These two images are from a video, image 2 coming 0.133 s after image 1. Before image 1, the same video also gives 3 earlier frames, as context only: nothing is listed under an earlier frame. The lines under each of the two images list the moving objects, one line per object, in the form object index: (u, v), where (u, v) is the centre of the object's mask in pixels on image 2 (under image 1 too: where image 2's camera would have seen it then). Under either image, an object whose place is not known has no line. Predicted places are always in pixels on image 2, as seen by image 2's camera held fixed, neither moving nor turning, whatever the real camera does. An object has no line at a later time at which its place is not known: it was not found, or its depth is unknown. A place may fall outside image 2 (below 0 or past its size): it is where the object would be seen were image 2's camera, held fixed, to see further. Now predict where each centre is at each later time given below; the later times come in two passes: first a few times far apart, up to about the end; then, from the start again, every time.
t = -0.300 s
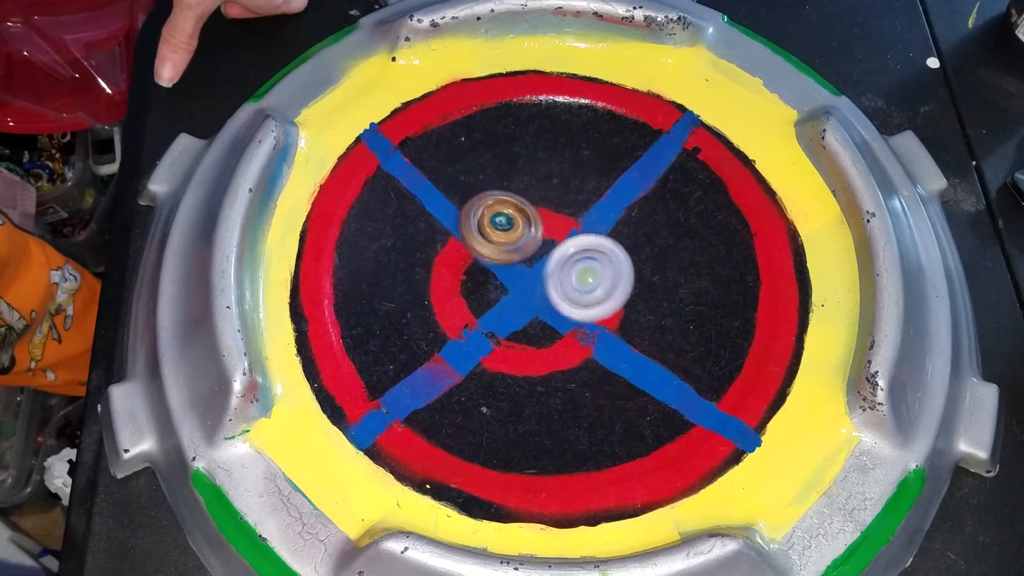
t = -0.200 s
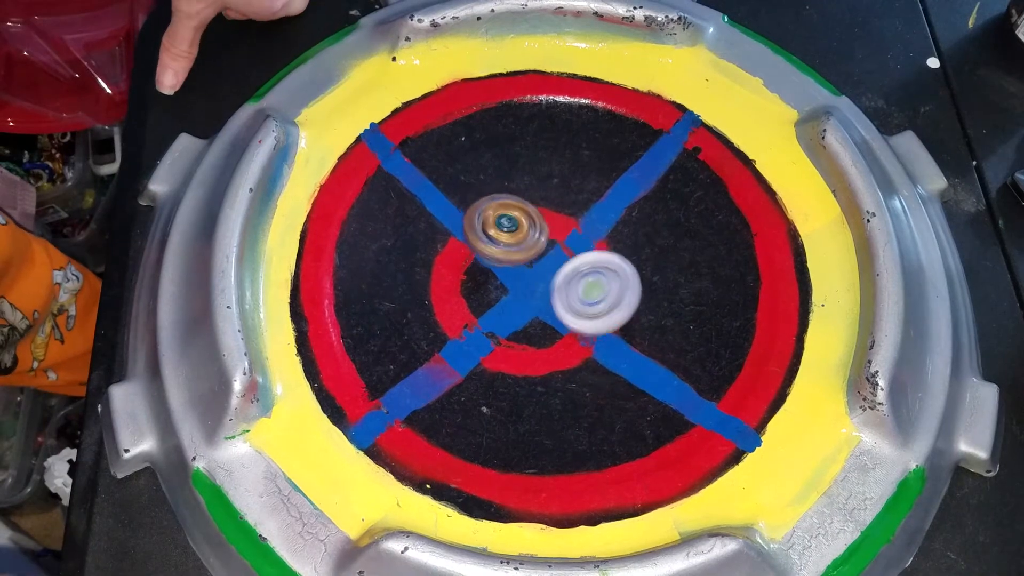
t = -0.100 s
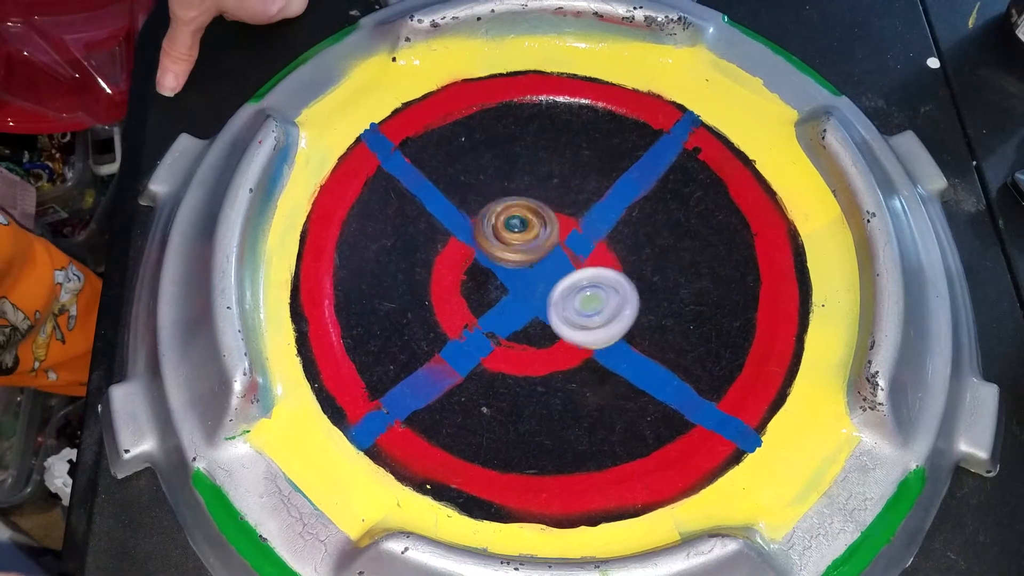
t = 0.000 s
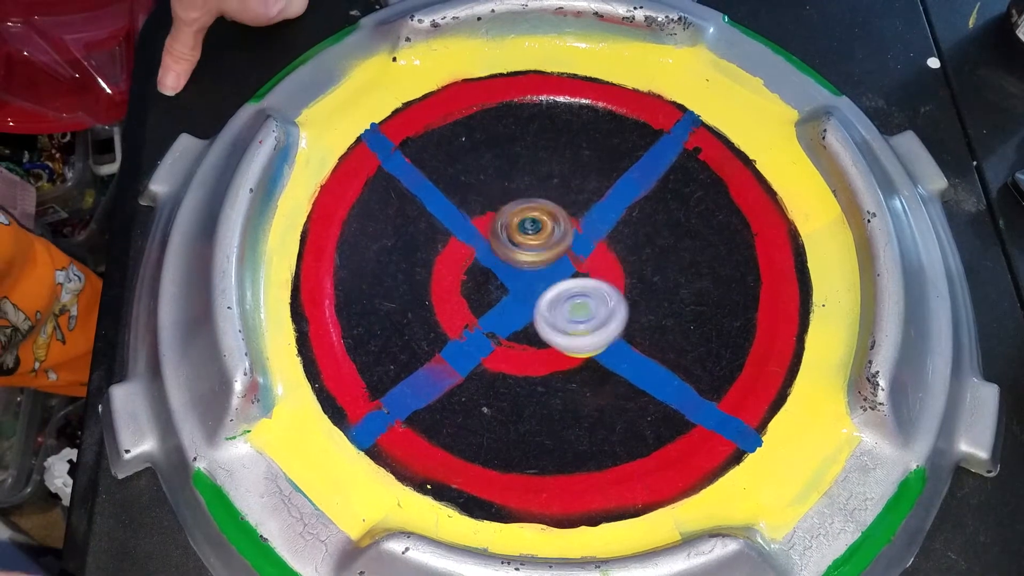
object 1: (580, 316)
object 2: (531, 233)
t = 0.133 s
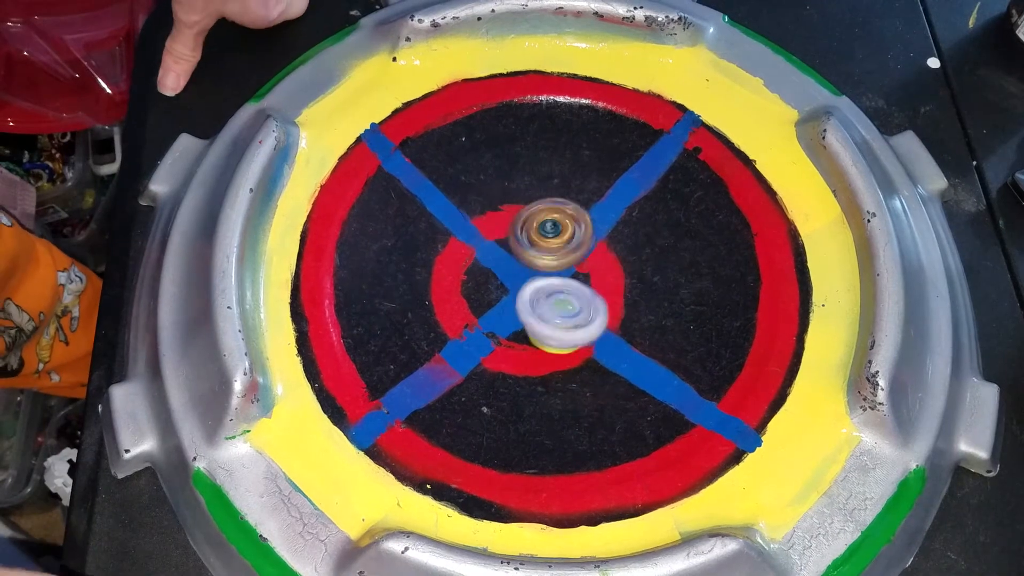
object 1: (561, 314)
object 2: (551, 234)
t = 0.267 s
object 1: (535, 312)
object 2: (560, 211)
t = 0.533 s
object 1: (521, 279)
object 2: (551, 202)
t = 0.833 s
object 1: (520, 310)
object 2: (550, 232)
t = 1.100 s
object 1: (492, 322)
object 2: (570, 223)
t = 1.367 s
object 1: (496, 307)
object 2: (569, 238)
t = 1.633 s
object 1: (507, 311)
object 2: (584, 237)
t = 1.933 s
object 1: (521, 318)
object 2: (569, 252)
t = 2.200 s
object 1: (493, 322)
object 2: (556, 256)
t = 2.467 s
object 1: (484, 307)
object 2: (562, 266)
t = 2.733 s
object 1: (487, 303)
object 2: (564, 270)
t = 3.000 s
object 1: (489, 306)
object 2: (572, 267)
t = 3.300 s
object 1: (502, 312)
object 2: (550, 251)
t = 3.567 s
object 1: (502, 307)
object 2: (563, 265)
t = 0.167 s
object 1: (553, 318)
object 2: (552, 229)
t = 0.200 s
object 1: (544, 318)
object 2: (554, 222)
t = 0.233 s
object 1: (538, 316)
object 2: (558, 216)
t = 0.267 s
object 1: (535, 312)
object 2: (560, 211)
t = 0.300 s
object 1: (533, 308)
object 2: (561, 207)
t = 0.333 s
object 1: (531, 302)
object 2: (560, 203)
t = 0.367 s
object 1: (531, 297)
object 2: (558, 204)
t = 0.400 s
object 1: (530, 290)
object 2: (557, 200)
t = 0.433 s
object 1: (528, 281)
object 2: (554, 203)
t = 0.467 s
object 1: (527, 281)
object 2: (555, 200)
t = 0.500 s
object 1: (523, 281)
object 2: (552, 198)
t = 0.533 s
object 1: (521, 279)
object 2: (551, 202)
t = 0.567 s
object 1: (518, 285)
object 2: (550, 201)
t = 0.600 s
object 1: (516, 290)
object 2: (547, 198)
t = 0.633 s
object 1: (519, 295)
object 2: (544, 200)
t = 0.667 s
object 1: (519, 300)
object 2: (545, 206)
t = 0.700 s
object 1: (515, 303)
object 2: (549, 210)
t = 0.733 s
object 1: (515, 304)
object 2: (546, 214)
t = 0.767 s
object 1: (516, 305)
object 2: (547, 221)
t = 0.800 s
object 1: (519, 306)
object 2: (548, 227)
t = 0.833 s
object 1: (520, 310)
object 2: (550, 232)
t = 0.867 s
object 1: (518, 311)
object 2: (551, 235)
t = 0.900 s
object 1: (512, 312)
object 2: (553, 238)
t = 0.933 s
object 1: (502, 319)
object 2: (557, 231)
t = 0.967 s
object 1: (499, 323)
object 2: (561, 228)
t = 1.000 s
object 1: (495, 324)
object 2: (566, 225)
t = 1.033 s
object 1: (493, 323)
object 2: (571, 223)
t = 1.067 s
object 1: (493, 322)
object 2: (571, 222)
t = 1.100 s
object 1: (492, 322)
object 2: (570, 223)
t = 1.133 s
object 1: (491, 320)
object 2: (572, 224)
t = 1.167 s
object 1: (492, 317)
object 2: (573, 225)
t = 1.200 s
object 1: (492, 314)
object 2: (573, 228)
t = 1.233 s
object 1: (494, 312)
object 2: (573, 229)
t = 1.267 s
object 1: (497, 308)
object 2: (570, 232)
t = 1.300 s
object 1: (502, 302)
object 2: (567, 237)
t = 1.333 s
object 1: (506, 303)
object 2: (567, 241)
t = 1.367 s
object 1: (496, 307)
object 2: (569, 238)
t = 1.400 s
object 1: (492, 308)
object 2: (570, 237)
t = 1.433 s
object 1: (489, 310)
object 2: (571, 239)
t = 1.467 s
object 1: (488, 311)
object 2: (576, 240)
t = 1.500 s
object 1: (489, 311)
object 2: (581, 241)
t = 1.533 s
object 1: (492, 310)
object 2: (585, 241)
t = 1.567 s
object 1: (500, 311)
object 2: (587, 239)
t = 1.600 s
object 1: (507, 311)
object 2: (586, 238)
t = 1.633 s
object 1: (507, 311)
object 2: (584, 237)
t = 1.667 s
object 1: (507, 310)
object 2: (582, 238)
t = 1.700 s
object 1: (510, 309)
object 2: (578, 242)
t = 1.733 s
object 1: (513, 309)
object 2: (576, 248)
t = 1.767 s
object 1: (516, 309)
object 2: (580, 252)
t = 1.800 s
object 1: (517, 310)
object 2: (582, 251)
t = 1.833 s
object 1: (512, 313)
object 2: (581, 244)
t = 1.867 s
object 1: (514, 314)
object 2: (579, 242)
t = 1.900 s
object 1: (519, 314)
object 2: (574, 245)
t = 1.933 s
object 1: (521, 318)
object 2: (569, 252)
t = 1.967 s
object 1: (521, 322)
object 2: (572, 255)
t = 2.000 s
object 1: (516, 323)
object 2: (573, 255)
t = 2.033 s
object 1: (513, 320)
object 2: (570, 254)
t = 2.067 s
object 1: (507, 321)
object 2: (568, 251)
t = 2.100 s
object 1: (499, 325)
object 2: (565, 245)
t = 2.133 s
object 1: (496, 324)
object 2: (560, 244)
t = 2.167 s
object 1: (494, 322)
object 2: (555, 250)
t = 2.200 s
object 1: (493, 322)
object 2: (556, 256)
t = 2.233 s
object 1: (492, 321)
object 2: (559, 258)
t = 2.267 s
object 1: (492, 320)
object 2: (560, 259)
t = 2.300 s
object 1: (491, 317)
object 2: (560, 260)
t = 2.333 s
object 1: (491, 314)
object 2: (558, 262)
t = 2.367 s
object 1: (493, 313)
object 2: (557, 265)
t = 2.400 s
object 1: (489, 314)
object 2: (560, 266)
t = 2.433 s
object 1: (485, 311)
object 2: (560, 265)
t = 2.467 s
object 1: (484, 307)
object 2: (562, 266)
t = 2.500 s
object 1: (484, 303)
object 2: (563, 266)
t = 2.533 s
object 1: (485, 302)
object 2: (565, 267)
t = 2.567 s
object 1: (485, 301)
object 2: (570, 266)
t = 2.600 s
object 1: (486, 301)
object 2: (573, 263)
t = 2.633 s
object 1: (487, 300)
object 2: (572, 261)
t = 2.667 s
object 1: (489, 302)
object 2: (568, 263)
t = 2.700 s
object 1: (489, 302)
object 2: (565, 266)
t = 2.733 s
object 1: (487, 303)
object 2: (564, 270)
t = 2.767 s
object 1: (486, 302)
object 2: (565, 275)
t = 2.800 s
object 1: (477, 303)
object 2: (572, 273)
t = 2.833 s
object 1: (473, 302)
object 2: (578, 271)
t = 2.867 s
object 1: (473, 301)
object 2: (580, 269)
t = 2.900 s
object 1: (476, 301)
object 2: (580, 268)
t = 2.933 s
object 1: (482, 301)
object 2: (578, 267)
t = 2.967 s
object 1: (487, 303)
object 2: (576, 266)
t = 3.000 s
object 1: (489, 306)
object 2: (572, 267)
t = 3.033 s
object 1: (489, 308)
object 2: (569, 268)
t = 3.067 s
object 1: (489, 308)
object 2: (565, 269)
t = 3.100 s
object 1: (491, 309)
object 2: (564, 268)
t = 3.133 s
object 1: (494, 312)
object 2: (562, 267)
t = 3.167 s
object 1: (496, 312)
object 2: (560, 265)
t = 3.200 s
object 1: (499, 310)
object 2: (557, 260)
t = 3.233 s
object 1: (501, 310)
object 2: (554, 256)
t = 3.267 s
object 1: (502, 311)
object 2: (552, 253)
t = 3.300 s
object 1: (502, 312)
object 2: (550, 251)
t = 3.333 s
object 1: (500, 311)
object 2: (550, 251)
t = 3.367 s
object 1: (500, 310)
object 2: (550, 251)
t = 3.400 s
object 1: (503, 307)
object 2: (552, 252)
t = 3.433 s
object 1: (503, 305)
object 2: (553, 253)
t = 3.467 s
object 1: (501, 305)
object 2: (556, 257)
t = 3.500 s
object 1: (502, 306)
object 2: (558, 260)
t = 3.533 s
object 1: (502, 307)
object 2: (561, 264)
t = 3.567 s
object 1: (502, 307)
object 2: (563, 265)
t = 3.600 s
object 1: (502, 307)
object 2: (565, 266)
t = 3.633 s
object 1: (502, 307)
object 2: (565, 266)
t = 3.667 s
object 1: (502, 307)
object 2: (565, 266)
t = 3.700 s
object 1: (502, 307)
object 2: (563, 265)
